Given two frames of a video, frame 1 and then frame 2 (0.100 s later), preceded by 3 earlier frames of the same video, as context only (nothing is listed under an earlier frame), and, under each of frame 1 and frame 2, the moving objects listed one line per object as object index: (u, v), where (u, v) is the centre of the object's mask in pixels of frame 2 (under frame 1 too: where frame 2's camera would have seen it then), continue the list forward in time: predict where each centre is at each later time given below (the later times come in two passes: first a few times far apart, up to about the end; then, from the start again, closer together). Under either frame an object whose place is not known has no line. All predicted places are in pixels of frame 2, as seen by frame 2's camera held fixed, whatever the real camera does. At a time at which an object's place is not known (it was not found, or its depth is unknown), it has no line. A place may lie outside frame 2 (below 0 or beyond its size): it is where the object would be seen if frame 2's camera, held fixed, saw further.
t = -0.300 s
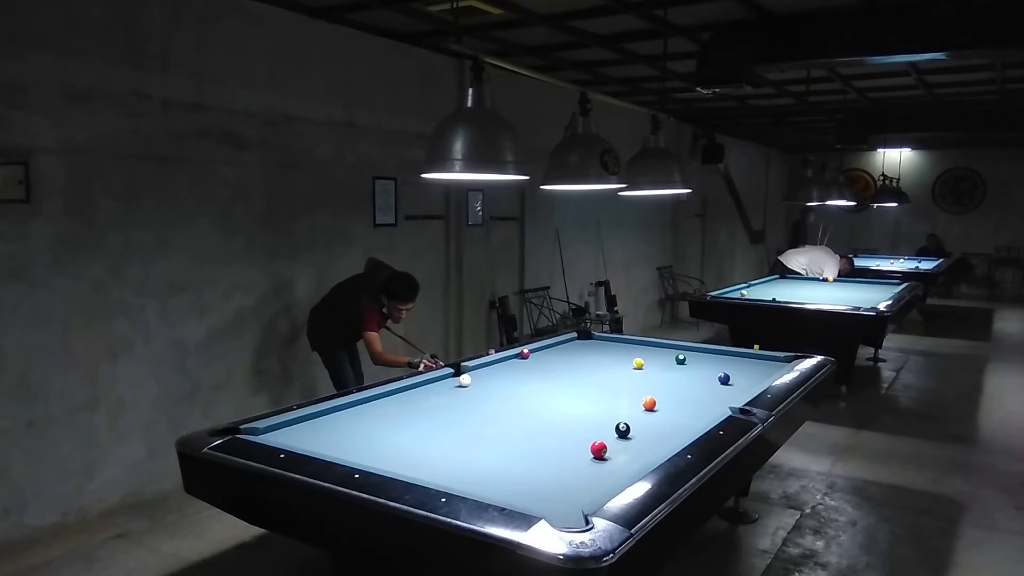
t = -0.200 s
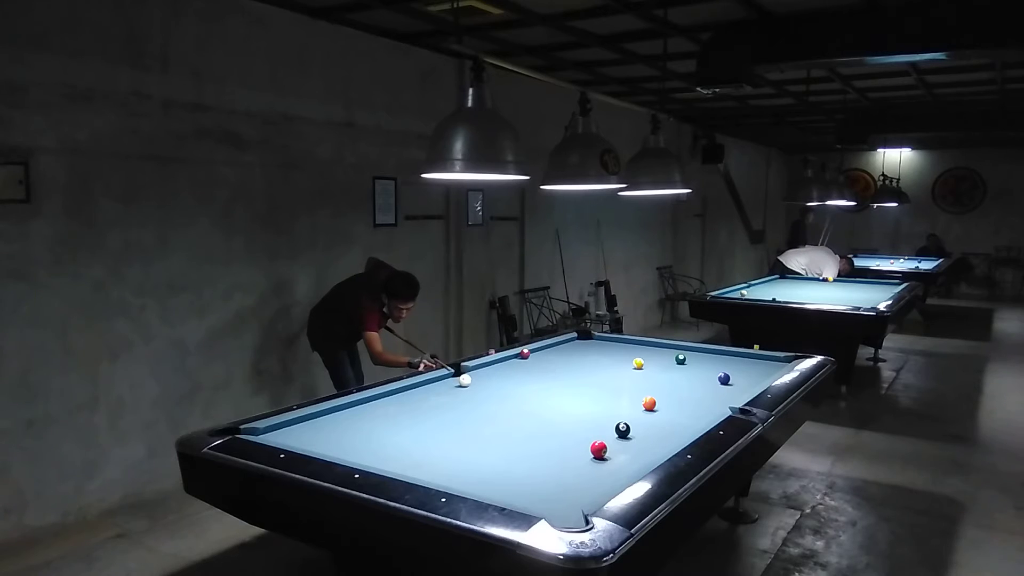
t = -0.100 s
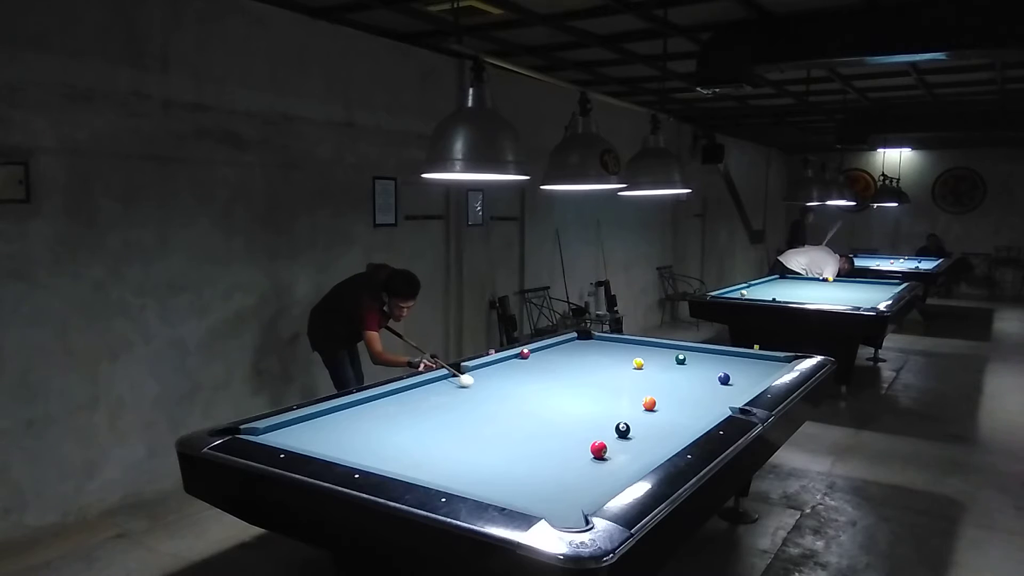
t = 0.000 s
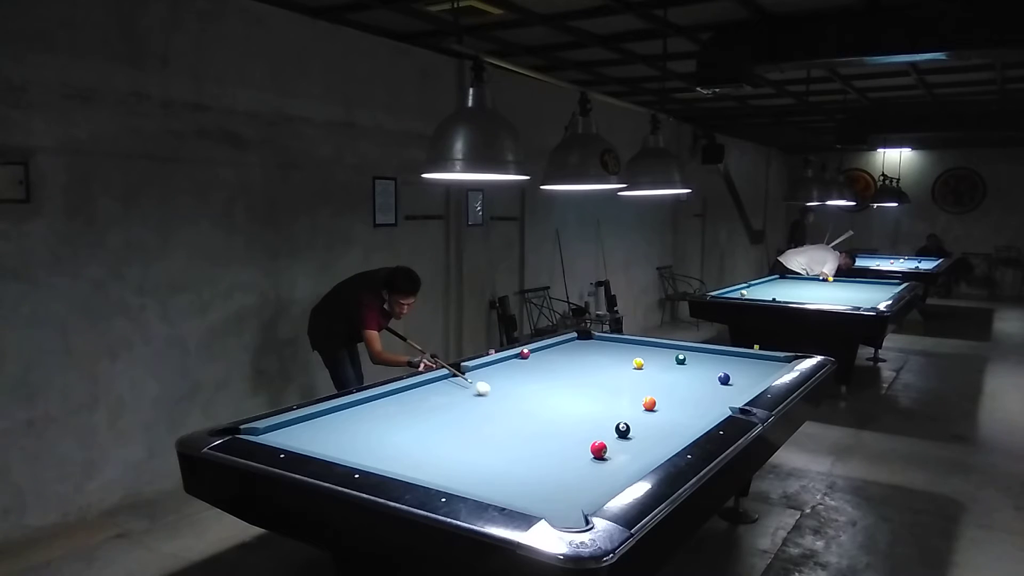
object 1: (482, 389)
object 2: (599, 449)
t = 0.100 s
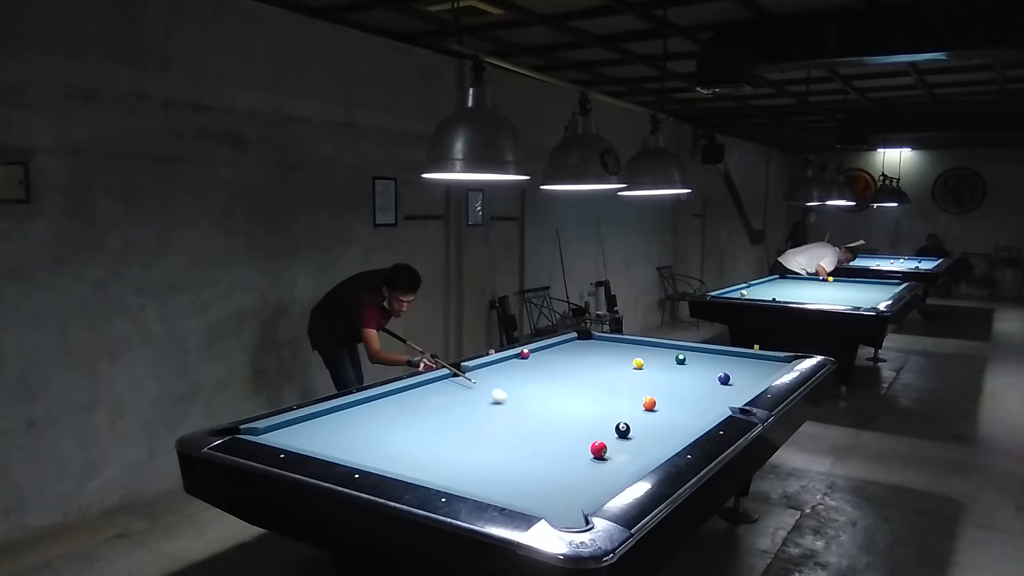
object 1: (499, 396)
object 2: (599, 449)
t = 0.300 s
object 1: (536, 414)
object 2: (599, 449)
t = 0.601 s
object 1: (607, 443)
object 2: (598, 452)
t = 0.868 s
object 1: (644, 450)
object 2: (597, 474)
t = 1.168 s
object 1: (606, 439)
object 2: (584, 495)
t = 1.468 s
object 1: (572, 430)
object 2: (546, 506)
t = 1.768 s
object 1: (543, 423)
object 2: (536, 500)
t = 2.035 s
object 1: (520, 417)
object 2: (535, 492)
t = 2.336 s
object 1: (496, 410)
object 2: (533, 484)
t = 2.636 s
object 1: (476, 405)
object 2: (532, 478)
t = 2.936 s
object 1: (457, 400)
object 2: (531, 473)
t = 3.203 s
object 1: (442, 396)
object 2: (530, 469)
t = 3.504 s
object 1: (426, 392)
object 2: (529, 466)
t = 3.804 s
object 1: (412, 389)
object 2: (528, 463)
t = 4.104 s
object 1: (417, 389)
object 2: (528, 462)
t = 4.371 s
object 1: (425, 390)
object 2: (528, 461)
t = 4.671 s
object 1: (433, 391)
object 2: (528, 461)
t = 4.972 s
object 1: (439, 392)
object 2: (528, 462)
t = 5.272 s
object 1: (444, 392)
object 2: (528, 462)
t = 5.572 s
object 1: (446, 393)
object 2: (528, 462)
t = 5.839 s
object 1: (447, 393)
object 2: (528, 462)
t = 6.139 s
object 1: (447, 393)
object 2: (528, 462)
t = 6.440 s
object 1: (447, 393)
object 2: (528, 462)
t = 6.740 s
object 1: (447, 393)
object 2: (528, 462)
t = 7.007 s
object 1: (447, 393)
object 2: (528, 462)
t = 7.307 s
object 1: (447, 393)
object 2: (528, 462)
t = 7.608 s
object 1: (447, 393)
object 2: (528, 462)
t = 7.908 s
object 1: (447, 393)
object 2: (528, 462)
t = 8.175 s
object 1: (447, 393)
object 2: (528, 462)
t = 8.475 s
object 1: (447, 393)
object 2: (528, 462)
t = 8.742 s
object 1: (447, 393)
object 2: (528, 462)
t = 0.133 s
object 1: (504, 399)
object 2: (599, 449)
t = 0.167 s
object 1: (511, 401)
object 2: (599, 449)
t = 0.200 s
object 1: (517, 405)
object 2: (599, 449)
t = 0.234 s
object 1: (523, 407)
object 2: (599, 449)
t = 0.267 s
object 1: (529, 410)
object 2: (599, 449)
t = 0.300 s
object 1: (536, 414)
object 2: (599, 449)
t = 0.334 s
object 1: (543, 417)
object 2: (599, 449)
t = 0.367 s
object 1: (550, 420)
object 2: (599, 449)
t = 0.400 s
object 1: (557, 424)
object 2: (599, 449)
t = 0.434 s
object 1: (564, 427)
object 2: (599, 449)
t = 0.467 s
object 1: (572, 431)
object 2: (599, 449)
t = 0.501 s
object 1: (580, 435)
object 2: (599, 449)
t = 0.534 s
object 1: (587, 437)
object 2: (599, 449)
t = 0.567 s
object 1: (595, 438)
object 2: (599, 449)
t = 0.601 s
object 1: (607, 443)
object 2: (598, 452)
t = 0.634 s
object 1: (614, 446)
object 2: (598, 455)
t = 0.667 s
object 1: (623, 448)
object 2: (598, 457)
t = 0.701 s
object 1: (632, 448)
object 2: (598, 460)
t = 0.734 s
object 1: (641, 450)
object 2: (598, 463)
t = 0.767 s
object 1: (649, 450)
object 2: (598, 466)
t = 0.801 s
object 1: (652, 450)
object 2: (598, 468)
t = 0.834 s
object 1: (648, 450)
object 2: (597, 471)
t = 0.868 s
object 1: (644, 450)
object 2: (597, 474)
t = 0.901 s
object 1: (639, 448)
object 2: (597, 477)
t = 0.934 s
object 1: (635, 447)
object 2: (597, 480)
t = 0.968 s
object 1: (630, 446)
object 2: (597, 483)
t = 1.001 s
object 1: (626, 445)
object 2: (596, 485)
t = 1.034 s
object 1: (622, 444)
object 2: (596, 487)
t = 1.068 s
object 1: (618, 443)
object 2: (595, 489)
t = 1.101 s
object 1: (614, 441)
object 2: (592, 491)
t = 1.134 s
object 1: (610, 440)
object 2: (588, 493)
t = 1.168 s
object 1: (606, 439)
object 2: (584, 495)
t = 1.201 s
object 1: (602, 438)
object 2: (580, 496)
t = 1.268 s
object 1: (594, 436)
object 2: (571, 499)
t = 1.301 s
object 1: (590, 435)
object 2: (567, 501)
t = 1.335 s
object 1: (587, 434)
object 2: (563, 502)
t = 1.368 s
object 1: (583, 433)
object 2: (558, 503)
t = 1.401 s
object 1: (579, 432)
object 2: (554, 504)
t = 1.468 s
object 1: (572, 430)
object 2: (546, 506)
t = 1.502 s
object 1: (569, 429)
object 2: (542, 506)
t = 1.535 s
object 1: (566, 428)
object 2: (539, 505)
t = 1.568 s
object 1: (562, 428)
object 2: (538, 505)
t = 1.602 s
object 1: (559, 427)
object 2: (538, 504)
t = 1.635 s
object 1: (556, 426)
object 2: (538, 503)
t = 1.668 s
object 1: (552, 425)
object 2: (537, 502)
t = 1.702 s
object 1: (549, 424)
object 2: (537, 502)
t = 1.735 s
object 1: (546, 423)
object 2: (537, 501)
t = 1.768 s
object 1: (543, 423)
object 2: (536, 500)
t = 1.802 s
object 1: (540, 422)
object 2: (536, 499)
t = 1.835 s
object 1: (537, 421)
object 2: (536, 499)
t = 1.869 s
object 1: (534, 420)
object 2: (536, 498)
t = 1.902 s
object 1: (531, 419)
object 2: (535, 496)
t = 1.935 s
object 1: (528, 418)
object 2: (535, 495)
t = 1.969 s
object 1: (526, 418)
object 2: (535, 494)
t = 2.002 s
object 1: (523, 417)
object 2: (535, 493)
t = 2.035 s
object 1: (520, 417)
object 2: (535, 492)
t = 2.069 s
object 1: (517, 416)
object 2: (534, 491)
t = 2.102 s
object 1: (514, 415)
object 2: (534, 491)
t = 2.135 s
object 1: (512, 414)
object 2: (534, 490)
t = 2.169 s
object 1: (509, 414)
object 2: (534, 489)
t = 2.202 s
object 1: (507, 413)
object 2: (534, 488)
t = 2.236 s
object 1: (504, 412)
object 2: (533, 487)
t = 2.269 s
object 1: (502, 412)
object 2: (533, 486)
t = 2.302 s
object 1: (499, 411)
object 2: (533, 485)
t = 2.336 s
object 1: (496, 410)
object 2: (533, 484)
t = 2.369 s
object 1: (494, 410)
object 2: (533, 484)
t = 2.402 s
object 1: (492, 409)
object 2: (533, 483)
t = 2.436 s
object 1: (489, 409)
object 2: (532, 482)
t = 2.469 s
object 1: (487, 408)
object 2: (532, 481)
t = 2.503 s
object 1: (484, 407)
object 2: (532, 480)
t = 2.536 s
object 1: (482, 407)
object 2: (532, 480)
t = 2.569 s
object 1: (480, 406)
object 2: (532, 479)
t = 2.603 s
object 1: (478, 405)
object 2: (532, 479)
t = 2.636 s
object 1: (476, 405)
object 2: (532, 478)
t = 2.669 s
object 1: (473, 404)
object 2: (531, 477)
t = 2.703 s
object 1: (471, 404)
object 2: (531, 477)
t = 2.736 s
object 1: (469, 403)
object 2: (531, 476)
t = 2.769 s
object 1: (467, 403)
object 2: (531, 475)
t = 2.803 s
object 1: (465, 402)
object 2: (531, 475)
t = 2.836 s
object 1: (463, 401)
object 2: (531, 474)
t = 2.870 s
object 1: (461, 401)
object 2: (531, 474)
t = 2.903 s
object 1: (459, 401)
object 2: (531, 473)
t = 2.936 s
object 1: (457, 400)
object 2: (531, 473)
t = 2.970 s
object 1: (455, 400)
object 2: (530, 472)
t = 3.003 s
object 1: (453, 399)
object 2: (530, 472)
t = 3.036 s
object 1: (451, 398)
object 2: (530, 471)
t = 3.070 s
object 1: (449, 398)
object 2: (530, 471)
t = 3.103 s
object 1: (447, 397)
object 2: (530, 470)
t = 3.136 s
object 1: (445, 397)
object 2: (530, 470)
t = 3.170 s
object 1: (444, 397)
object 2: (530, 469)
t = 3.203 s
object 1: (442, 396)
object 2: (530, 469)
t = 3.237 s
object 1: (440, 396)
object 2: (530, 469)
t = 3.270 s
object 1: (438, 395)
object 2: (530, 468)
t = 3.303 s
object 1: (436, 395)
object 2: (530, 468)
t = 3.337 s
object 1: (435, 394)
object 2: (530, 468)
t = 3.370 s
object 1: (433, 394)
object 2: (530, 467)
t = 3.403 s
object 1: (431, 393)
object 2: (529, 467)
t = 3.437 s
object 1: (429, 393)
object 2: (529, 467)
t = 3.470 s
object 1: (428, 393)
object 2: (529, 466)
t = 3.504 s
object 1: (426, 392)
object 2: (529, 466)
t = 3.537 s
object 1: (424, 392)
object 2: (529, 466)
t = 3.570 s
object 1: (423, 392)
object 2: (529, 465)
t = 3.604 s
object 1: (421, 391)
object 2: (529, 465)
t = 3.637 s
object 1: (420, 391)
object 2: (529, 465)
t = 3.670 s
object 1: (418, 391)
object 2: (529, 464)
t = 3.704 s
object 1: (416, 390)
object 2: (528, 464)
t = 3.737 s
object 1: (415, 390)
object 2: (528, 464)
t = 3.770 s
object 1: (413, 389)
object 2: (528, 464)
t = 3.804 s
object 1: (412, 389)
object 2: (528, 463)
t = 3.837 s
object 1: (410, 389)
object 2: (528, 463)
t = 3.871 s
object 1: (409, 388)
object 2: (528, 463)
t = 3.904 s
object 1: (410, 388)
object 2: (528, 463)
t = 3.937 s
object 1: (411, 388)
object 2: (528, 463)
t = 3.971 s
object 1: (412, 389)
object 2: (528, 462)
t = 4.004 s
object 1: (413, 389)
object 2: (528, 462)
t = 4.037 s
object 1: (414, 389)
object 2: (528, 462)
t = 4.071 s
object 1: (416, 389)
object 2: (528, 462)
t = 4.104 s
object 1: (417, 389)
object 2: (528, 462)
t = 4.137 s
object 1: (418, 389)
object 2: (528, 462)
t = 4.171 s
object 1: (419, 390)
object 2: (528, 462)
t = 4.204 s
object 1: (420, 390)
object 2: (528, 462)
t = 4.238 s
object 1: (421, 390)
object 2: (528, 462)
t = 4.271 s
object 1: (422, 390)
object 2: (528, 462)
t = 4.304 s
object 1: (423, 390)
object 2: (528, 462)
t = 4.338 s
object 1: (424, 390)
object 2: (528, 462)
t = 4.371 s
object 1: (425, 390)
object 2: (528, 461)
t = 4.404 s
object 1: (426, 390)
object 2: (528, 461)
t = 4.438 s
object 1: (427, 391)
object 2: (528, 461)
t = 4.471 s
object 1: (428, 391)
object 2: (528, 461)
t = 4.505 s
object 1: (429, 391)
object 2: (528, 461)
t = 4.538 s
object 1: (430, 391)
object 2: (528, 461)
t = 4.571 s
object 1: (431, 391)
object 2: (528, 461)
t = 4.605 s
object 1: (431, 391)
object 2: (528, 461)
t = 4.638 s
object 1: (432, 391)
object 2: (528, 461)
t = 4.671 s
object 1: (433, 391)
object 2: (528, 461)
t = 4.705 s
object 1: (434, 391)
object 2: (528, 461)
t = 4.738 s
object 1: (435, 391)
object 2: (528, 462)
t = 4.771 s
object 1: (435, 391)
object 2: (528, 462)
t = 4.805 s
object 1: (436, 392)
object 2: (528, 462)
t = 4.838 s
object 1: (437, 392)
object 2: (528, 462)
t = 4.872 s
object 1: (437, 392)
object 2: (528, 462)
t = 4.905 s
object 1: (438, 392)
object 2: (528, 462)
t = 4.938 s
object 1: (439, 392)
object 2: (528, 462)
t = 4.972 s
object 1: (439, 392)
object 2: (528, 462)
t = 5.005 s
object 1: (440, 392)
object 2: (528, 462)
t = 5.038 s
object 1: (441, 392)
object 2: (528, 462)
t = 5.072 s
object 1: (441, 392)
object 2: (528, 462)
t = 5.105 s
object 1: (442, 392)
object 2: (528, 462)
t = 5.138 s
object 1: (442, 392)
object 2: (528, 462)
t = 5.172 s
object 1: (443, 392)
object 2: (528, 462)
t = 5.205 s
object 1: (443, 392)
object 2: (528, 462)
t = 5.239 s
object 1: (443, 392)
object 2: (528, 462)
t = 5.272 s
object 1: (444, 392)
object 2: (528, 462)
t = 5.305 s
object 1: (444, 393)
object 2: (528, 462)
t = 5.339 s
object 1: (445, 393)
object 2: (528, 462)
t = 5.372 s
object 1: (445, 393)
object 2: (528, 462)
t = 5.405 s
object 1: (445, 393)
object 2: (528, 462)
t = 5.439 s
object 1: (445, 393)
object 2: (528, 462)
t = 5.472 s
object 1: (446, 393)
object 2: (528, 462)
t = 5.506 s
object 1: (446, 393)
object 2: (528, 462)
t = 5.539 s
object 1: (446, 393)
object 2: (528, 462)
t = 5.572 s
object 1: (446, 393)
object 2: (528, 462)
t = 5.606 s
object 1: (447, 393)
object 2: (528, 462)
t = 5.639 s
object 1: (447, 393)
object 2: (528, 462)
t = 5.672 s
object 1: (447, 393)
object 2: (528, 462)
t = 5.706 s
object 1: (447, 393)
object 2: (528, 462)
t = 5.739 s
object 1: (447, 393)
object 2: (528, 462)
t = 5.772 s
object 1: (447, 393)
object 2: (528, 462)
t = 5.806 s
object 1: (447, 393)
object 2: (528, 462)
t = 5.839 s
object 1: (447, 393)
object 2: (528, 462)
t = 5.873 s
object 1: (447, 393)
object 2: (528, 462)
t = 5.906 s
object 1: (447, 393)
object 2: (528, 462)
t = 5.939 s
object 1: (447, 393)
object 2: (528, 462)
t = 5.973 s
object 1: (447, 393)
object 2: (528, 462)
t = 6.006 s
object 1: (447, 393)
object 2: (528, 462)
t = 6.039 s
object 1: (447, 393)
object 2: (528, 462)
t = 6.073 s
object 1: (447, 393)
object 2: (528, 462)
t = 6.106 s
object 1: (447, 393)
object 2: (528, 462)
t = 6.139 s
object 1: (447, 393)
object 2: (528, 462)
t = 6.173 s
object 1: (447, 393)
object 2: (528, 462)
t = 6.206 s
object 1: (447, 393)
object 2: (528, 462)
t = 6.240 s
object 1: (447, 393)
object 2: (528, 462)
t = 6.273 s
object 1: (447, 393)
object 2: (528, 462)
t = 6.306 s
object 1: (447, 393)
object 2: (528, 462)
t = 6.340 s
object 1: (447, 393)
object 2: (528, 462)
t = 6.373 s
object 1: (447, 393)
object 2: (528, 462)
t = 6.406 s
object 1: (447, 393)
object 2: (528, 462)
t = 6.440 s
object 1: (447, 393)
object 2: (528, 462)
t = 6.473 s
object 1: (447, 393)
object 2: (528, 462)
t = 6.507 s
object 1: (447, 393)
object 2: (528, 462)
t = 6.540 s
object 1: (447, 393)
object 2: (528, 462)
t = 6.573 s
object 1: (447, 393)
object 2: (528, 462)
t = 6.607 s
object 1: (447, 393)
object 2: (528, 462)
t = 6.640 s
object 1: (447, 393)
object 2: (528, 462)
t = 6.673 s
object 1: (447, 393)
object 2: (528, 462)
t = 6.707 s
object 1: (447, 393)
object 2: (528, 462)
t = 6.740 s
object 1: (447, 393)
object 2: (528, 462)
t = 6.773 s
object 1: (447, 393)
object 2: (528, 462)
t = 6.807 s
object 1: (447, 393)
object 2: (528, 462)
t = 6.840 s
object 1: (447, 393)
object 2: (528, 462)
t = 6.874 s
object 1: (447, 393)
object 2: (528, 462)
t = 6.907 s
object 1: (447, 393)
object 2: (528, 462)
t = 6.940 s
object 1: (447, 393)
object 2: (528, 462)
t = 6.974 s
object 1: (447, 393)
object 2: (528, 462)
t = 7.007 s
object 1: (447, 393)
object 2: (528, 462)
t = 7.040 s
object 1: (447, 393)
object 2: (528, 462)
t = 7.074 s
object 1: (447, 393)
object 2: (528, 462)
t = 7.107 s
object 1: (447, 393)
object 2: (528, 462)
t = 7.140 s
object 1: (447, 393)
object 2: (528, 462)
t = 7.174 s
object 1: (447, 393)
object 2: (528, 462)
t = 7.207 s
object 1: (447, 393)
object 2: (528, 462)
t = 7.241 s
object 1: (447, 393)
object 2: (528, 462)
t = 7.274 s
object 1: (447, 393)
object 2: (528, 462)
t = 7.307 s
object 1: (447, 393)
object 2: (528, 462)
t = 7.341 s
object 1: (447, 393)
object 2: (528, 462)
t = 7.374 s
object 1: (447, 393)
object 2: (528, 462)
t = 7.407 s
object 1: (447, 393)
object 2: (528, 462)
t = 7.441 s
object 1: (447, 393)
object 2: (528, 462)
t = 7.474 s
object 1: (447, 393)
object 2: (528, 462)
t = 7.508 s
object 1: (447, 393)
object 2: (528, 462)
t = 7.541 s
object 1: (447, 393)
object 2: (528, 462)
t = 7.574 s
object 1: (447, 393)
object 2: (528, 462)
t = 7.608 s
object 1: (447, 393)
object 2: (528, 462)
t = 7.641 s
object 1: (447, 393)
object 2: (528, 462)
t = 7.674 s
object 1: (447, 393)
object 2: (528, 462)
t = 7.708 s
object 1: (447, 393)
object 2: (528, 462)
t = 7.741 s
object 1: (447, 393)
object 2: (528, 462)
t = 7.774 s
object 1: (447, 393)
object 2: (528, 462)
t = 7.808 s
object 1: (447, 393)
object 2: (528, 462)
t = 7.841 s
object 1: (447, 393)
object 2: (528, 462)
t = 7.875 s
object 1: (447, 393)
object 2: (528, 462)
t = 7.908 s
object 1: (447, 393)
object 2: (528, 462)
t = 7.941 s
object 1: (447, 393)
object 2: (528, 462)
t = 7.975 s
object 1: (447, 393)
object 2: (528, 462)
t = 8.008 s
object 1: (447, 393)
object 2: (528, 462)
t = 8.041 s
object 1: (447, 393)
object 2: (528, 462)
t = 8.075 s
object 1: (447, 393)
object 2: (528, 462)
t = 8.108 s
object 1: (447, 393)
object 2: (528, 462)
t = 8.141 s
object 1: (447, 393)
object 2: (528, 462)
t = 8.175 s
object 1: (447, 393)
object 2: (528, 462)
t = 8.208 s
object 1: (447, 393)
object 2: (528, 462)
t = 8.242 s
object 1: (447, 393)
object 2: (528, 462)
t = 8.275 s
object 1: (447, 393)
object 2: (528, 462)
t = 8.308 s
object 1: (447, 393)
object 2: (528, 462)
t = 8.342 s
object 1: (447, 393)
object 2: (528, 462)
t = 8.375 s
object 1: (447, 393)
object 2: (528, 462)
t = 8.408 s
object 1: (447, 393)
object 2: (528, 462)
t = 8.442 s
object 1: (447, 393)
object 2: (528, 462)
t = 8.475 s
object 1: (447, 393)
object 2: (528, 462)
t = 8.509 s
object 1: (447, 393)
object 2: (528, 462)
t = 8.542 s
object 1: (447, 393)
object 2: (528, 462)
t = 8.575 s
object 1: (447, 393)
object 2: (528, 462)
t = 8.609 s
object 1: (447, 393)
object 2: (528, 462)
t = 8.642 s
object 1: (447, 393)
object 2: (528, 462)
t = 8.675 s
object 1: (447, 393)
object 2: (528, 462)
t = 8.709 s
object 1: (447, 393)
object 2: (528, 462)
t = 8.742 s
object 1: (447, 393)
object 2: (528, 462)
